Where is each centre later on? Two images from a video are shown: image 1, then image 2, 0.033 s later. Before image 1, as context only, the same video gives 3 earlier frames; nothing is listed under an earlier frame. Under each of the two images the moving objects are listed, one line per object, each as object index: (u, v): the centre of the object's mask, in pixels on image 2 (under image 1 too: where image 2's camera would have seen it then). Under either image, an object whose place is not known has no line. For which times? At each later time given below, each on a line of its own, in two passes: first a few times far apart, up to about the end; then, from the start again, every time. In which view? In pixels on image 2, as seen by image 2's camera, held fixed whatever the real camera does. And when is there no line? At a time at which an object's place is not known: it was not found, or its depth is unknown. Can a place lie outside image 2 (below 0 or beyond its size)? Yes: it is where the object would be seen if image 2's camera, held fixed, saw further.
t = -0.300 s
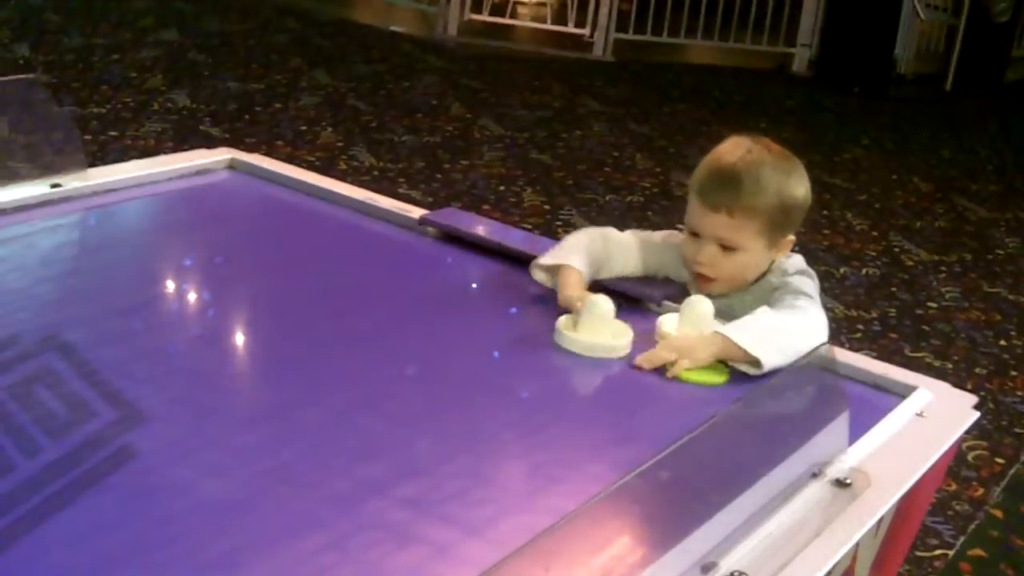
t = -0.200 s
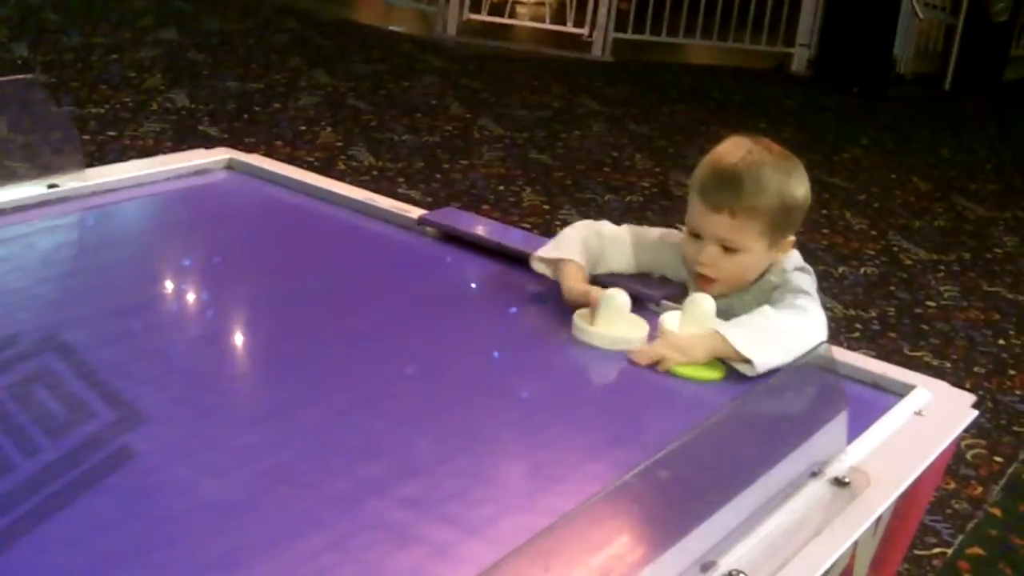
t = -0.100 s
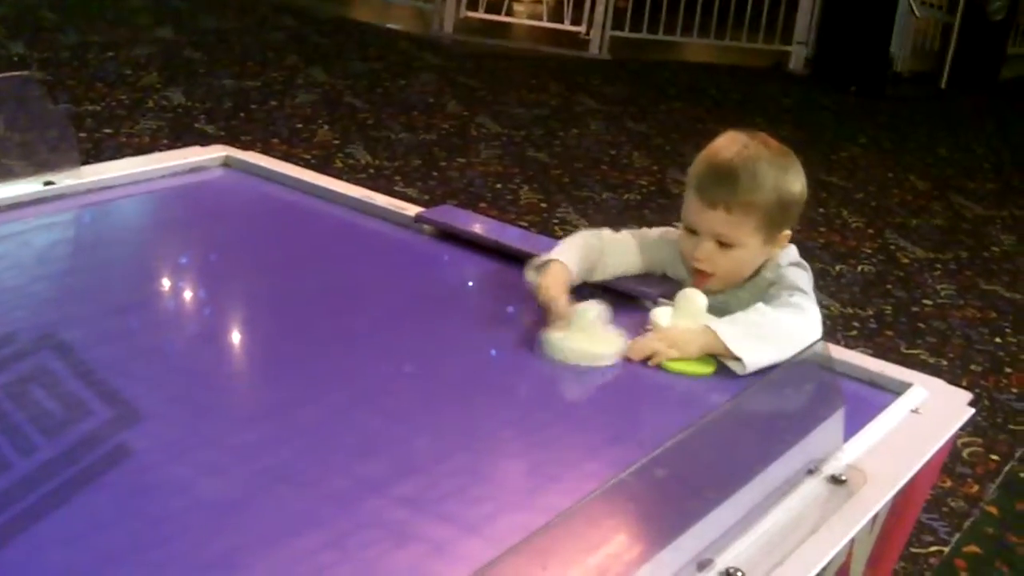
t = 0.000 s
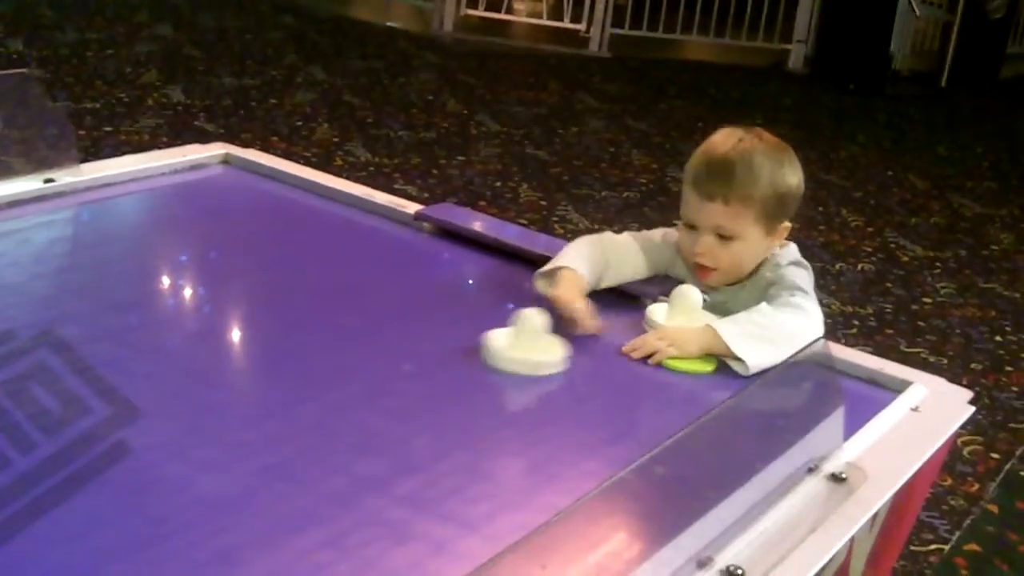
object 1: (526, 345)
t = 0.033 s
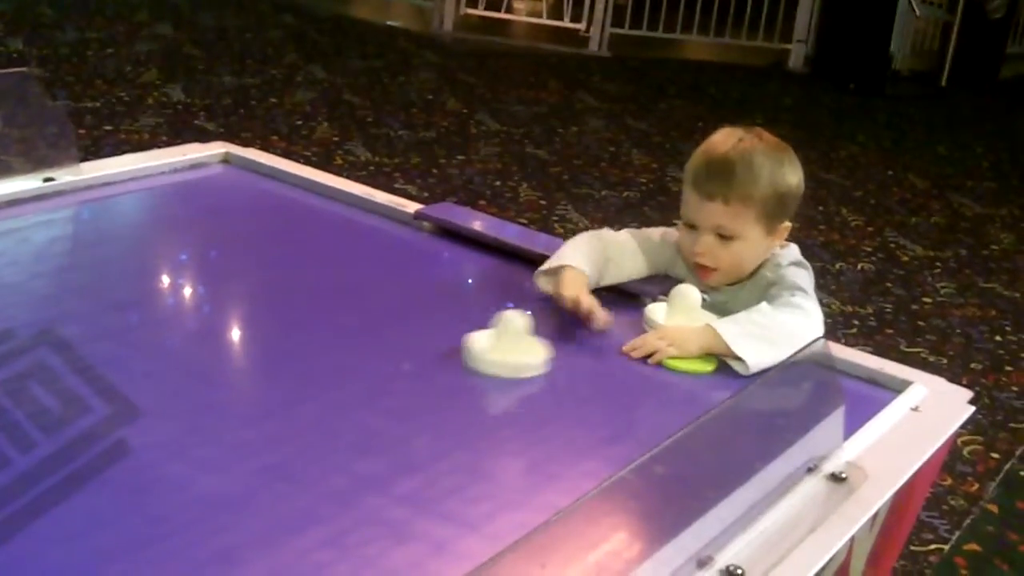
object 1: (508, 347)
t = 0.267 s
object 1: (371, 371)
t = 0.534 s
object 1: (189, 406)
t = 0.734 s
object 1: (44, 436)
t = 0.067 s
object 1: (489, 351)
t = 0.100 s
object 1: (470, 354)
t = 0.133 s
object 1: (452, 357)
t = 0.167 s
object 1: (432, 360)
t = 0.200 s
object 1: (411, 363)
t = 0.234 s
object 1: (391, 367)
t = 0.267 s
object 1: (371, 371)
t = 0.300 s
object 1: (349, 375)
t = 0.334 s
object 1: (329, 379)
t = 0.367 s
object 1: (307, 382)
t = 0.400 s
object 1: (284, 387)
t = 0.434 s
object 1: (261, 392)
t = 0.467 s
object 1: (238, 396)
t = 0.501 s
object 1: (214, 400)
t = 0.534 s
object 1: (189, 406)
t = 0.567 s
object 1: (164, 411)
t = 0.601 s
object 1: (139, 415)
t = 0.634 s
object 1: (113, 421)
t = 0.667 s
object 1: (86, 426)
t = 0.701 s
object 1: (62, 432)
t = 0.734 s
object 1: (44, 436)
